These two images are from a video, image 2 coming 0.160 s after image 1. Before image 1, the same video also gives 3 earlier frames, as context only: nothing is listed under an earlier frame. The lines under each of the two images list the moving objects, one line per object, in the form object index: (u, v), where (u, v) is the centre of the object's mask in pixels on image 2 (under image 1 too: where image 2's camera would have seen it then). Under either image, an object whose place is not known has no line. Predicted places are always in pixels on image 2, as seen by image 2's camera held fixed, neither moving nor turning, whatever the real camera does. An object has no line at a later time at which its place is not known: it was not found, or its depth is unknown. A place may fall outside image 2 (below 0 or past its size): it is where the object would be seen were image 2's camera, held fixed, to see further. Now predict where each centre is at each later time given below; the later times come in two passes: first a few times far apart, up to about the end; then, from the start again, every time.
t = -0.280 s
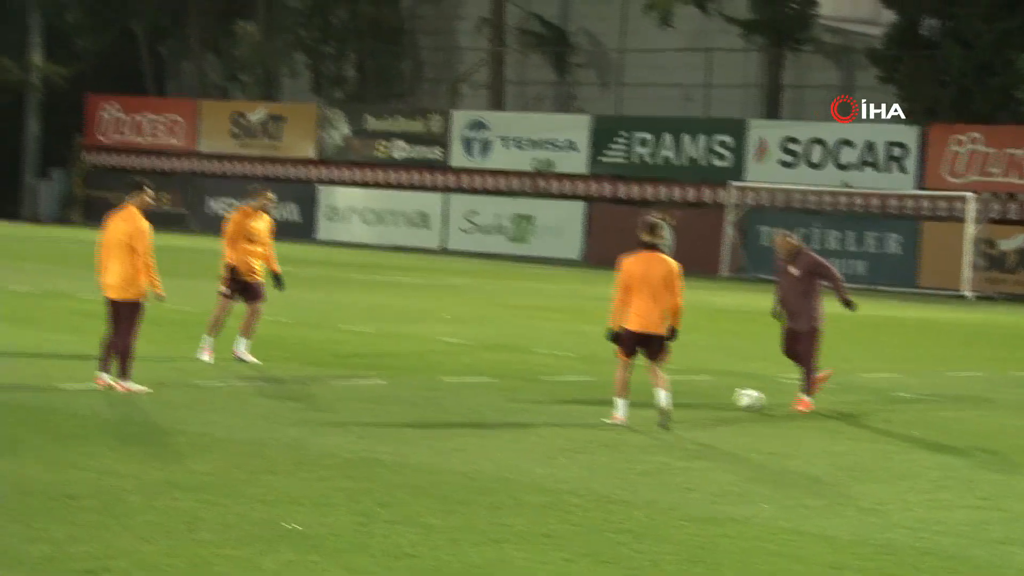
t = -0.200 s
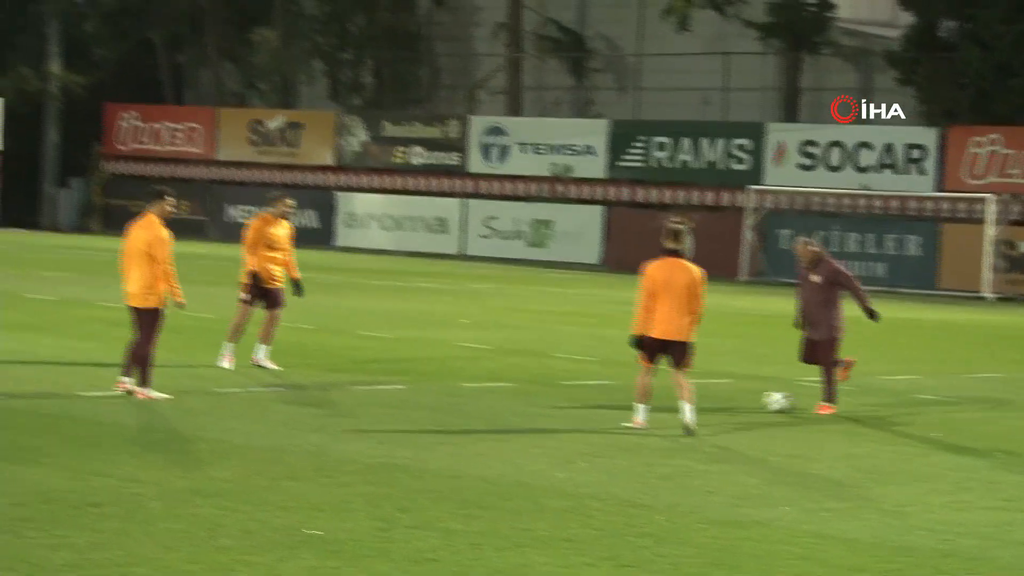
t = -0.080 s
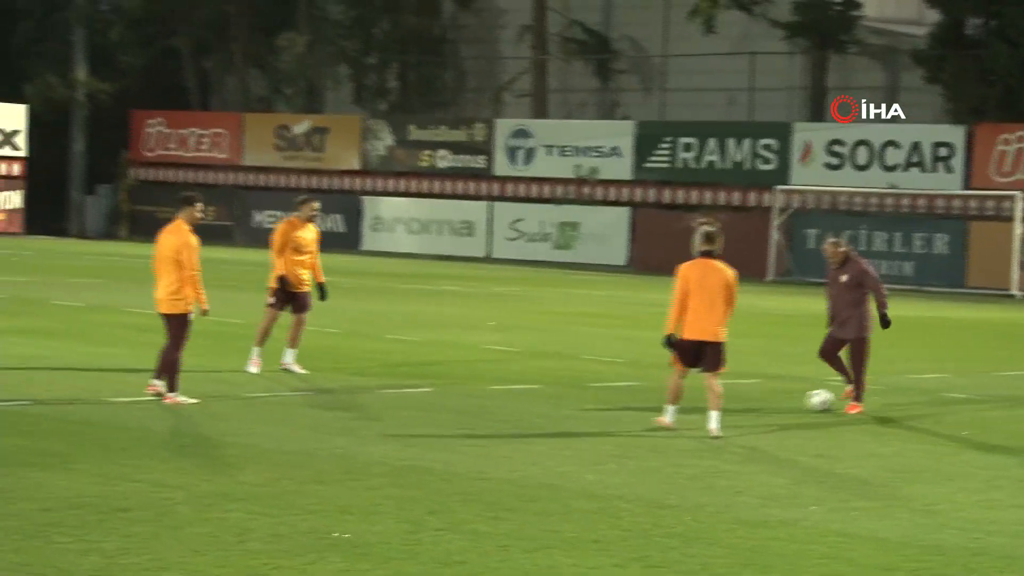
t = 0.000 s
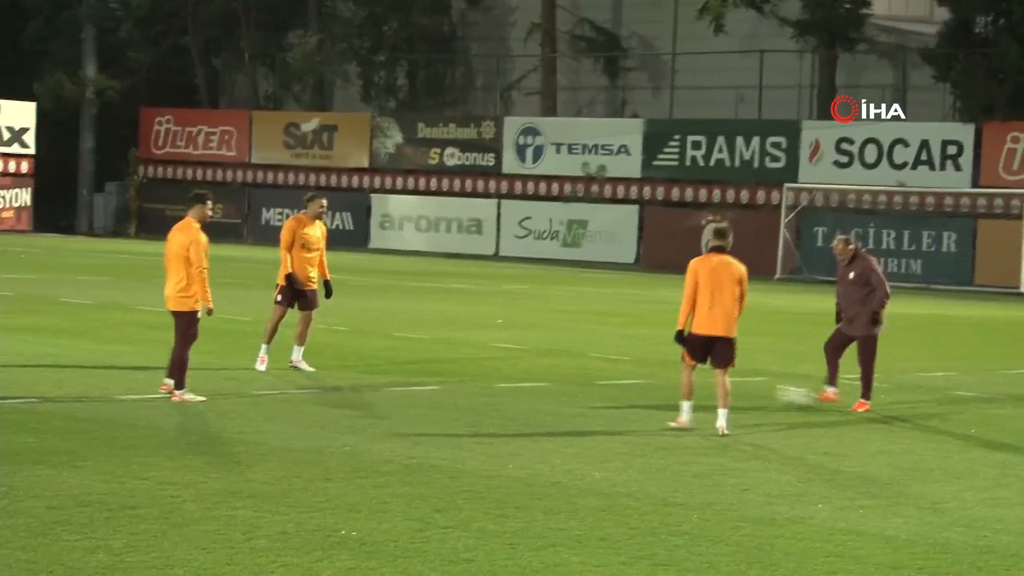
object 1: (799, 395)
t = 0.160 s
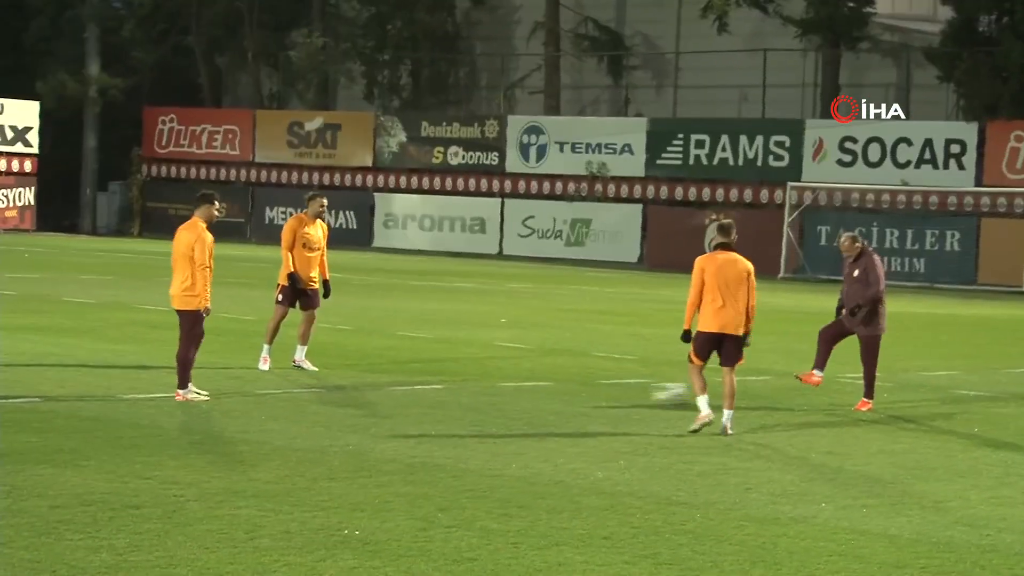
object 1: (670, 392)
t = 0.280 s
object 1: (581, 391)
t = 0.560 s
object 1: (385, 388)
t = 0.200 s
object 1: (640, 392)
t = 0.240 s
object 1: (611, 392)
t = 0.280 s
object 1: (581, 391)
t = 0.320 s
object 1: (550, 391)
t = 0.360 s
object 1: (522, 391)
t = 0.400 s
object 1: (494, 390)
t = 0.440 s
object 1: (464, 389)
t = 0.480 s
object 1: (439, 389)
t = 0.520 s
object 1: (411, 389)
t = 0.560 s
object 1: (385, 388)
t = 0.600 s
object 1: (359, 388)
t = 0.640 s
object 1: (335, 388)
